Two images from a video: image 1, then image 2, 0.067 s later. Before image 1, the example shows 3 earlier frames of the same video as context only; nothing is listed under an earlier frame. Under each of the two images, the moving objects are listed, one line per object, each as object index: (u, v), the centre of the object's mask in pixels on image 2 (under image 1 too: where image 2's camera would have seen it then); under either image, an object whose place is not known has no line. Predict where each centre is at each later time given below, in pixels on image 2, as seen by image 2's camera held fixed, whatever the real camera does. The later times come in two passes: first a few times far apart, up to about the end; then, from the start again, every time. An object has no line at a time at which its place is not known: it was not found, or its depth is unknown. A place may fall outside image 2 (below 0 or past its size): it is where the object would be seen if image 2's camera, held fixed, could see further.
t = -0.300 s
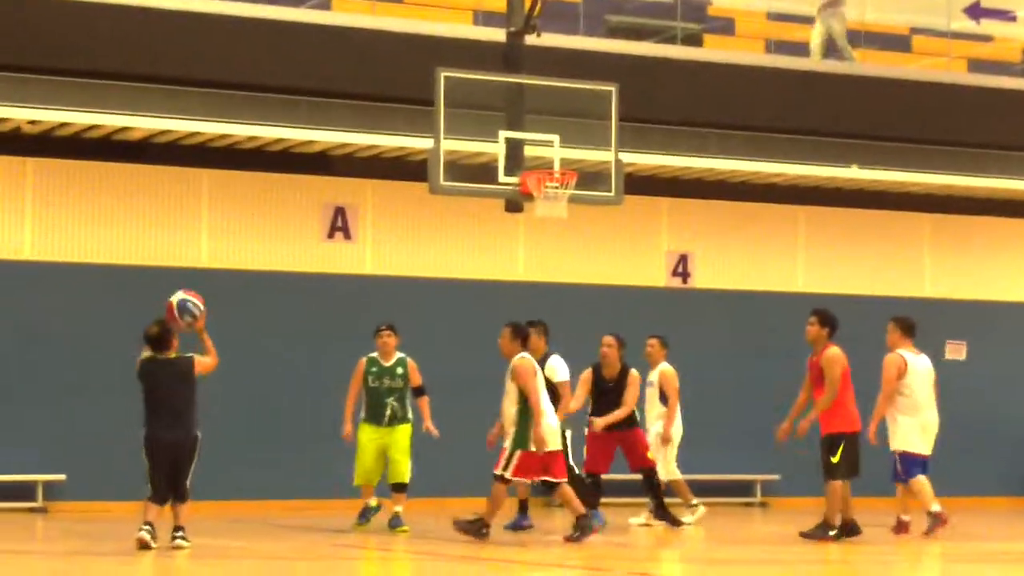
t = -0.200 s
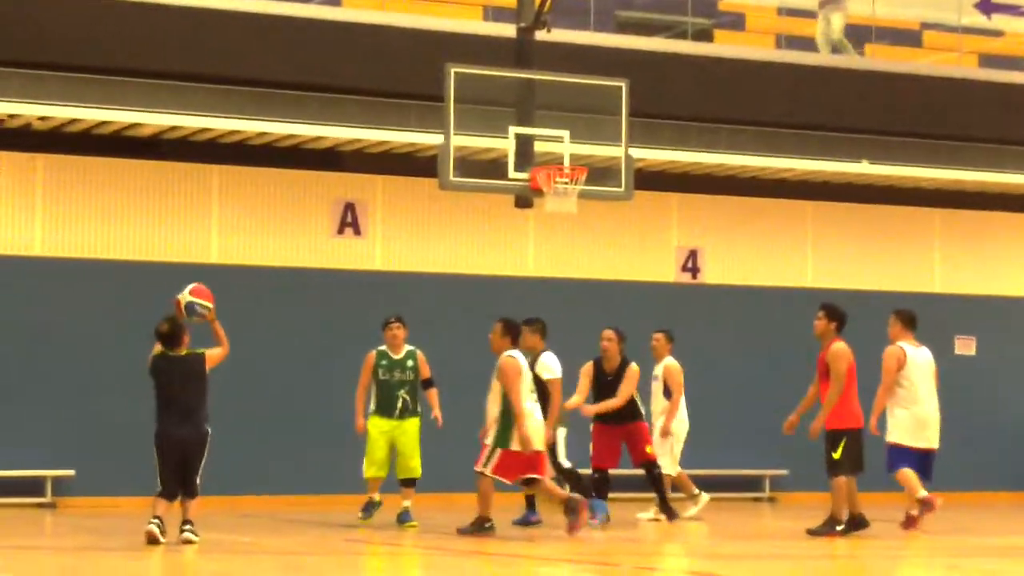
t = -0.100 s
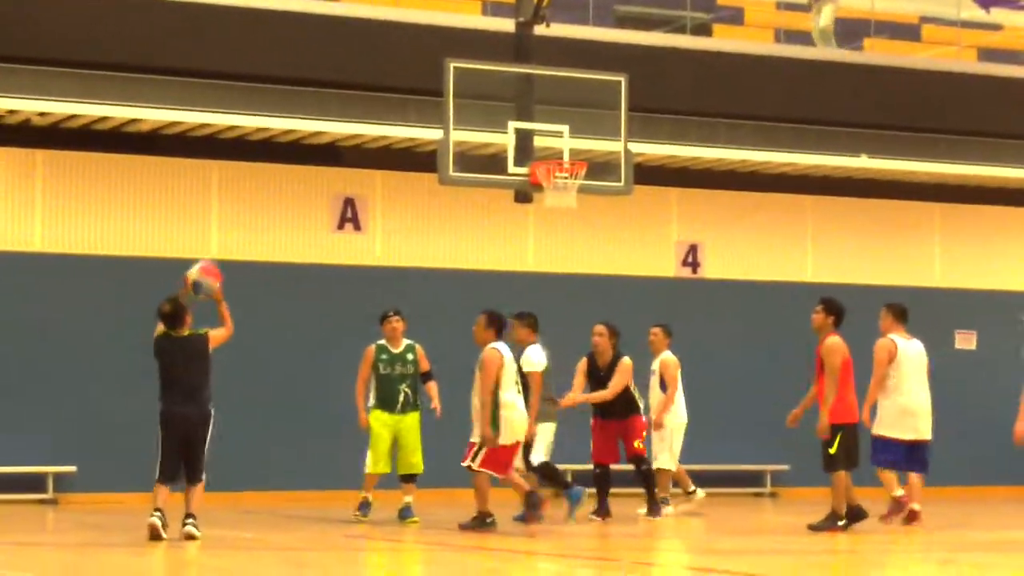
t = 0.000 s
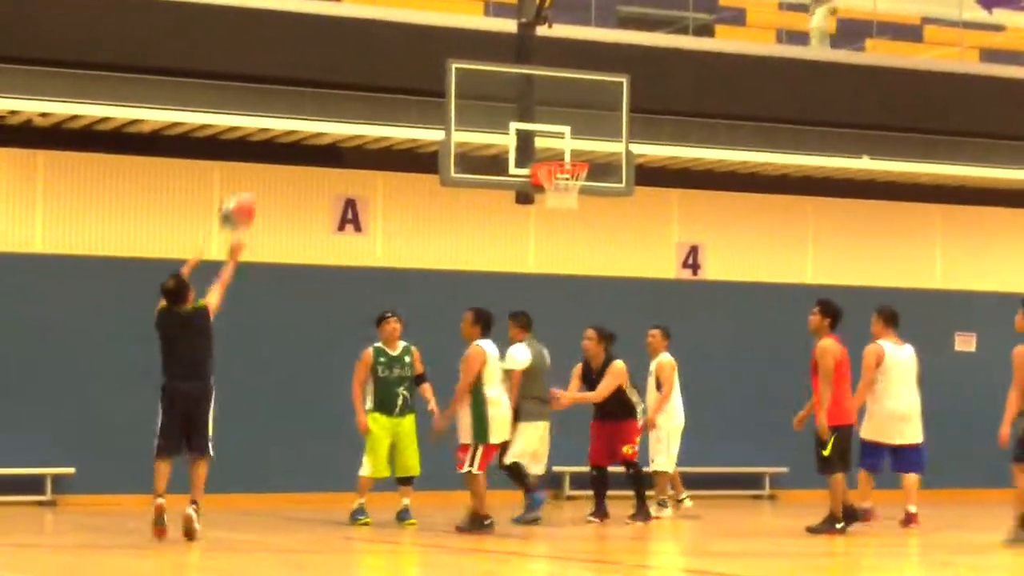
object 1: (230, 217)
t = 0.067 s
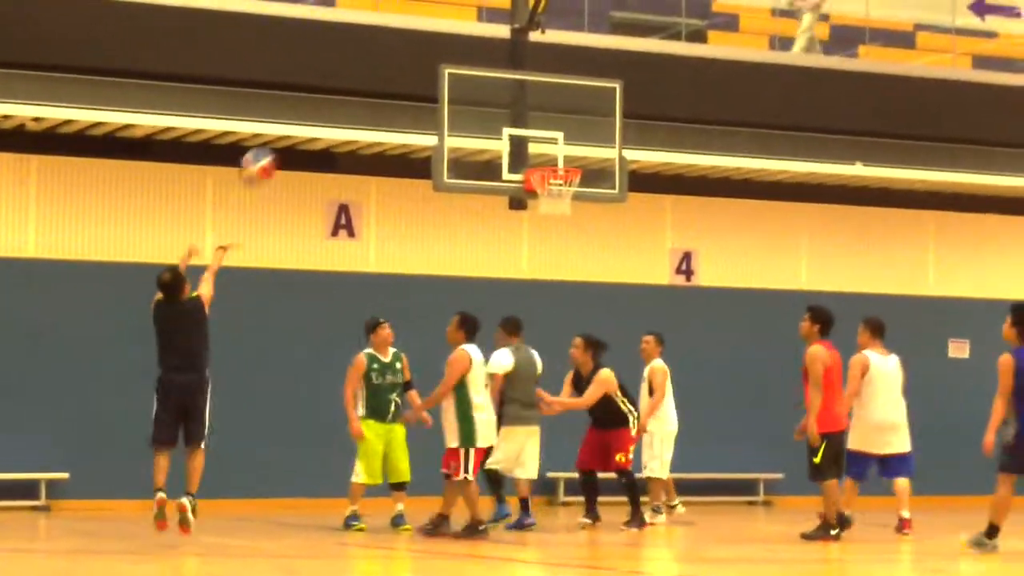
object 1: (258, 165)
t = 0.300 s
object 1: (344, 57)
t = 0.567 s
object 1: (427, 29)
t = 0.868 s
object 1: (508, 96)
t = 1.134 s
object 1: (563, 157)
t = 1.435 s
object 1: (631, 192)
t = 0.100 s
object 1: (271, 148)
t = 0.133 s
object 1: (283, 124)
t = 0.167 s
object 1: (296, 107)
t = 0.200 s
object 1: (309, 93)
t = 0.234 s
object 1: (321, 79)
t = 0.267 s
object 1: (332, 68)
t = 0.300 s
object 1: (344, 57)
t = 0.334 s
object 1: (355, 49)
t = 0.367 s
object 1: (366, 42)
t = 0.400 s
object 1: (377, 37)
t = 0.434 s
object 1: (387, 34)
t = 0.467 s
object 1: (398, 29)
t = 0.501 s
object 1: (408, 27)
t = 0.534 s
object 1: (417, 28)
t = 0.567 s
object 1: (427, 29)
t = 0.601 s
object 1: (436, 32)
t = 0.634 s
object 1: (446, 37)
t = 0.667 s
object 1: (455, 43)
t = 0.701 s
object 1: (465, 47)
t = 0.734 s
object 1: (473, 54)
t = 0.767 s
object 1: (482, 62)
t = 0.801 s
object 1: (491, 73)
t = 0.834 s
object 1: (500, 85)
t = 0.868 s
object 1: (508, 96)
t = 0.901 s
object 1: (514, 108)
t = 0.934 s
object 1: (522, 123)
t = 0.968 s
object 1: (529, 139)
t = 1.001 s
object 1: (537, 155)
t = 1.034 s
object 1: (543, 156)
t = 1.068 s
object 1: (550, 154)
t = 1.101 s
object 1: (556, 155)
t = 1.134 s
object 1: (563, 157)
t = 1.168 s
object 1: (567, 159)
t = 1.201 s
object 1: (575, 161)
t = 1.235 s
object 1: (583, 163)
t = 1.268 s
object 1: (589, 167)
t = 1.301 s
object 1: (597, 170)
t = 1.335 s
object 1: (607, 172)
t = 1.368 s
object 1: (616, 179)
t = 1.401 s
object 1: (622, 186)
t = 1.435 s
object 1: (631, 192)
